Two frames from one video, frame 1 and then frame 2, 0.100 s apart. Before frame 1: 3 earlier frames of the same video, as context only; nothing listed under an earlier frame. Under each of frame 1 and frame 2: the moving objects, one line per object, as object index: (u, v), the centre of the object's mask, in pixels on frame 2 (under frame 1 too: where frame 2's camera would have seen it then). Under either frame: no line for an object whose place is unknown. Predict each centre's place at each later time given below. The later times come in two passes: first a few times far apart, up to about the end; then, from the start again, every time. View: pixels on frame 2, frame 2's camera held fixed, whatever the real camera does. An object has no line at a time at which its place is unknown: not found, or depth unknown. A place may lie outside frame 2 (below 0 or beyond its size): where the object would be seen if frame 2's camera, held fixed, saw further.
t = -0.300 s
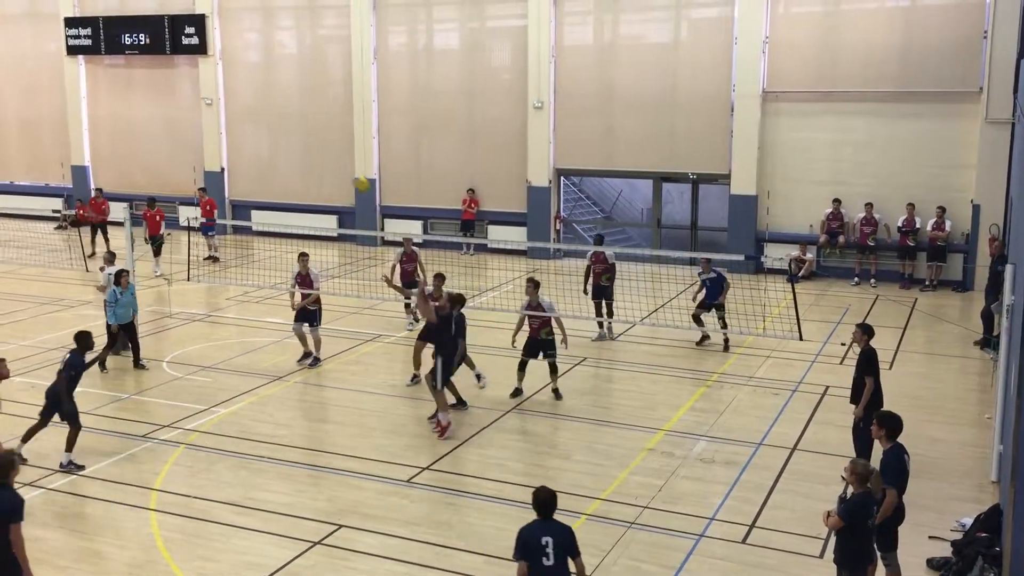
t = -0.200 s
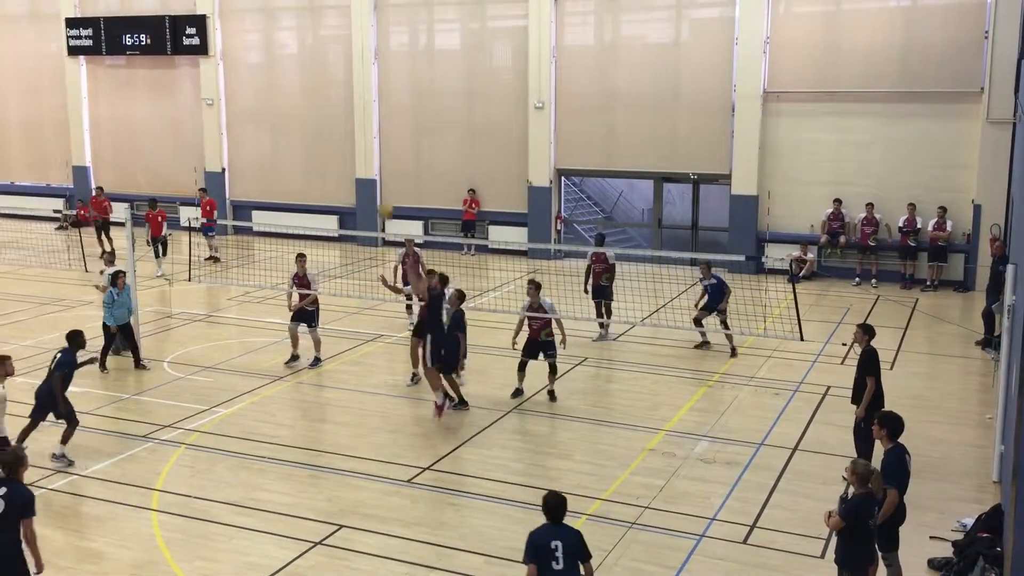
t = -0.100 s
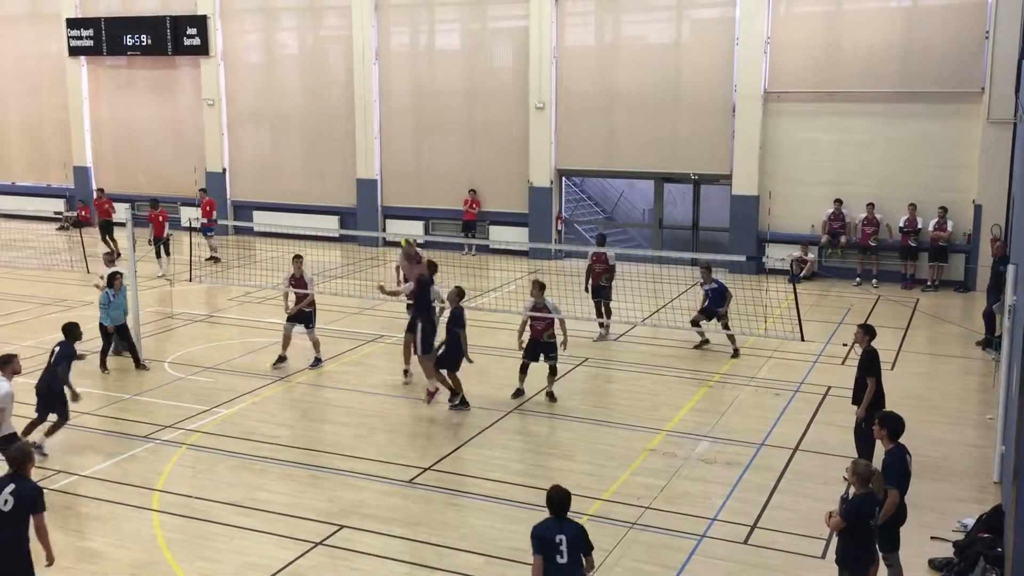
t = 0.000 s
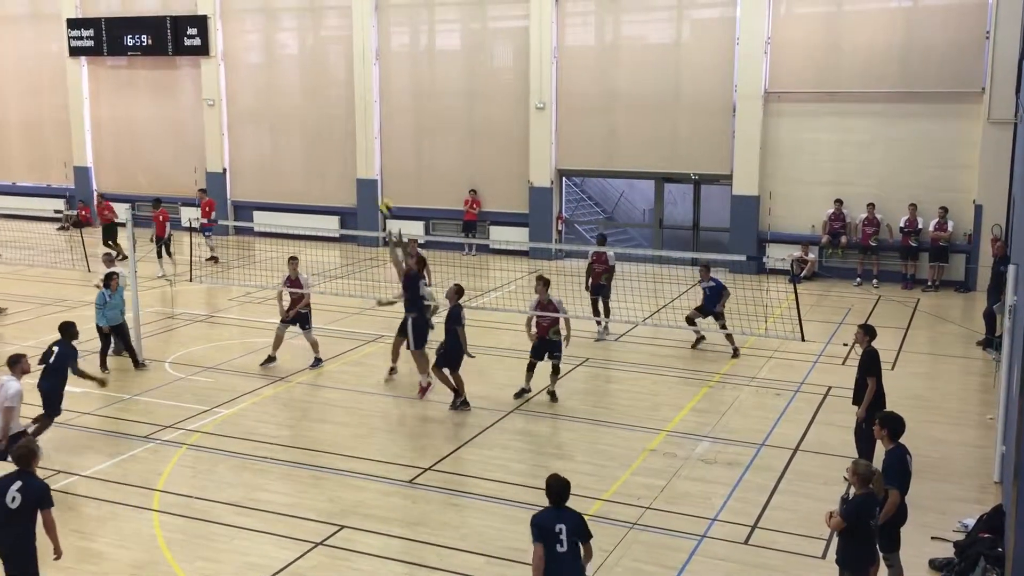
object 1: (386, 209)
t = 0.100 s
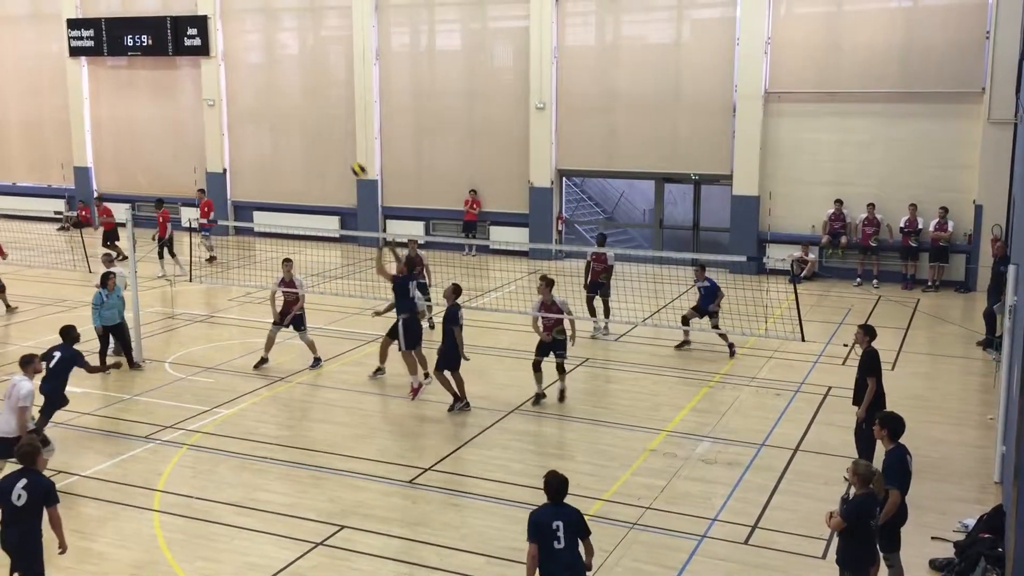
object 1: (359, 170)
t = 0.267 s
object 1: (317, 122)
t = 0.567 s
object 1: (249, 93)
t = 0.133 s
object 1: (350, 160)
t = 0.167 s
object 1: (342, 149)
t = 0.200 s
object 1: (334, 139)
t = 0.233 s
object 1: (325, 130)
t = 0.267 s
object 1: (317, 122)
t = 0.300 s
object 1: (309, 116)
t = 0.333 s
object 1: (301, 110)
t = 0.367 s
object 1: (293, 105)
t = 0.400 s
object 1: (286, 100)
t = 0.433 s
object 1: (278, 97)
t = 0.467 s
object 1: (270, 95)
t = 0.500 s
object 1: (264, 94)
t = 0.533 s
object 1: (256, 93)
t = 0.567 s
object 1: (249, 93)
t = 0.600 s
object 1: (242, 93)
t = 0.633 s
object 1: (235, 95)
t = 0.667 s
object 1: (229, 97)
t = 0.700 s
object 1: (222, 101)
